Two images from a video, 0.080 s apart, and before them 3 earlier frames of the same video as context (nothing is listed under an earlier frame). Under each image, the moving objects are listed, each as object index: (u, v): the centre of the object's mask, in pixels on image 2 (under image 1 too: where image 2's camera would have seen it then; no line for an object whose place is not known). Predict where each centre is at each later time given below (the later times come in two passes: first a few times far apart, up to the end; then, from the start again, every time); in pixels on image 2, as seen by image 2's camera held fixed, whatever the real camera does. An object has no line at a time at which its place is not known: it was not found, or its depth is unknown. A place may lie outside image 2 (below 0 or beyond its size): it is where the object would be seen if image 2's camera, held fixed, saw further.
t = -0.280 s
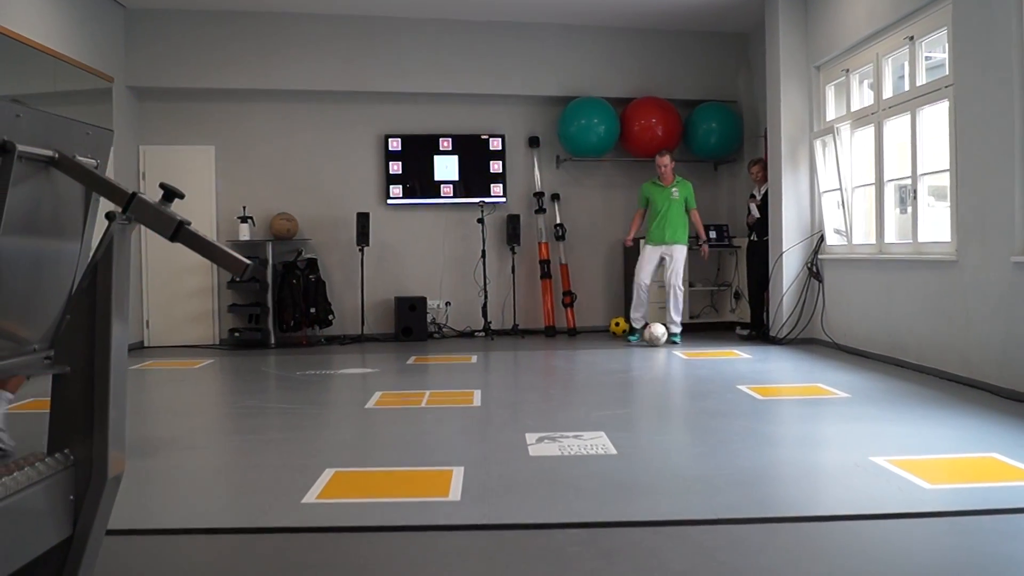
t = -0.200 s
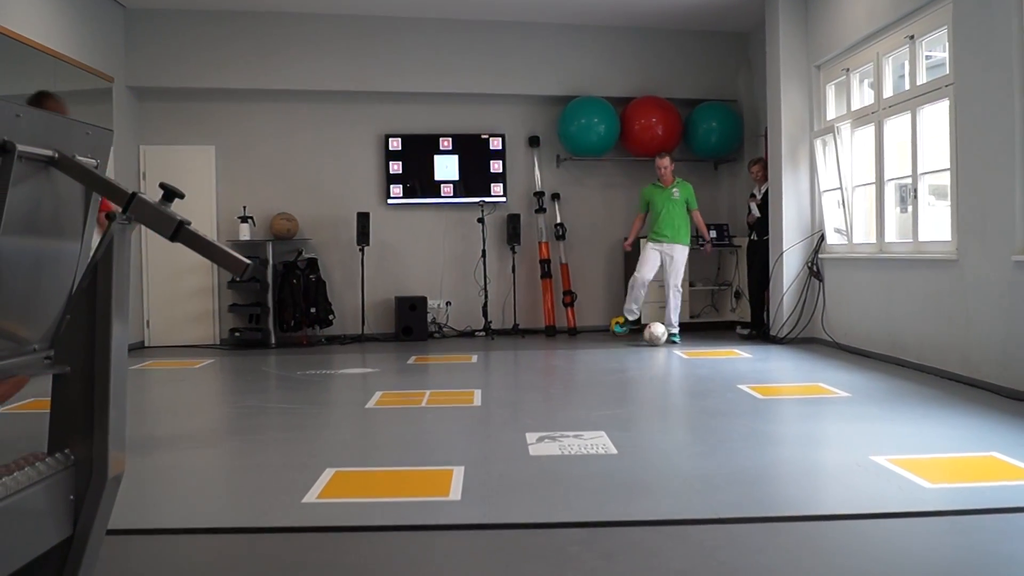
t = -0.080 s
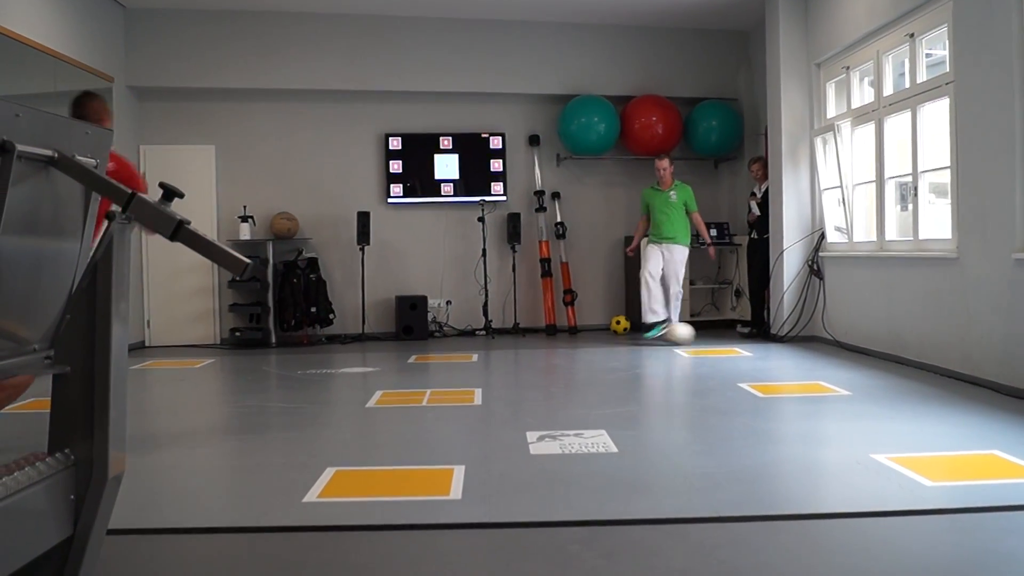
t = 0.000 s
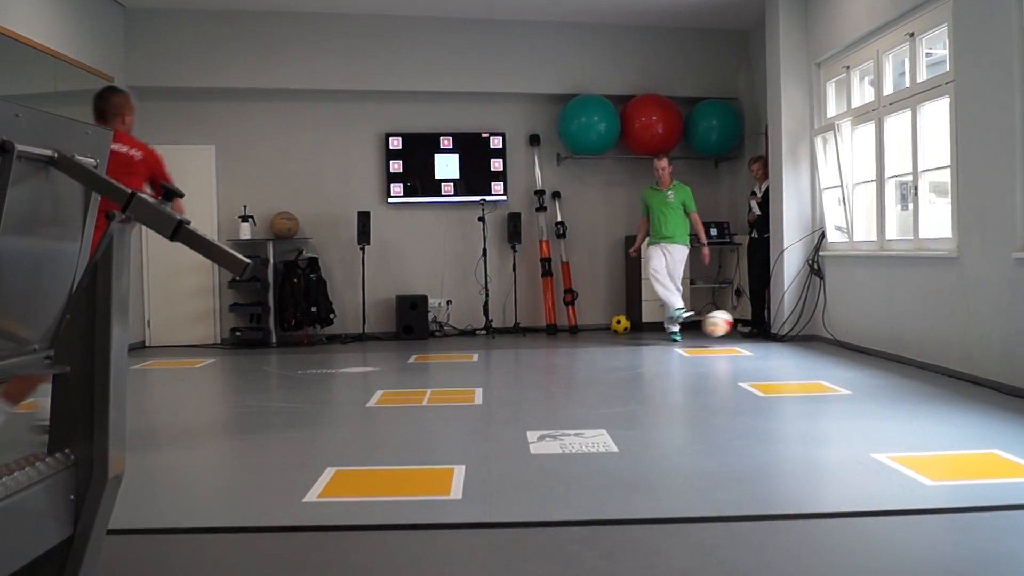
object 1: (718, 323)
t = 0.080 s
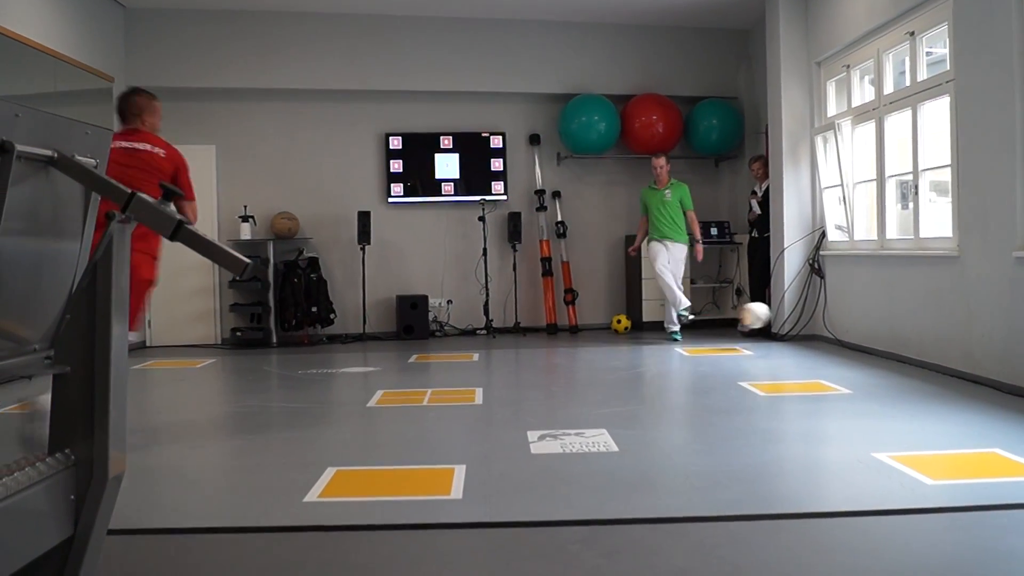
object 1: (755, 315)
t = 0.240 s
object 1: (833, 322)
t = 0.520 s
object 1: (810, 341)
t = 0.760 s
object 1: (764, 353)
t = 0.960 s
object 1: (728, 361)
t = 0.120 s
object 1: (774, 314)
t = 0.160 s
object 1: (794, 314)
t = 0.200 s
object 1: (814, 318)
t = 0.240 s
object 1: (833, 322)
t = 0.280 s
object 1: (857, 329)
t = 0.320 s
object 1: (854, 334)
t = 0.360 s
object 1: (844, 338)
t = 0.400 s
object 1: (832, 344)
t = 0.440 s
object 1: (824, 342)
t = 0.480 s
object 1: (817, 341)
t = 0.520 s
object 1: (810, 341)
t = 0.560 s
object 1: (802, 345)
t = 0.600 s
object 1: (793, 350)
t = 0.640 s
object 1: (786, 348)
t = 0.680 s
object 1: (779, 347)
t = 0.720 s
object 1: (772, 349)
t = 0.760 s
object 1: (764, 353)
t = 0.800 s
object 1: (758, 357)
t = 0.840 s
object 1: (750, 354)
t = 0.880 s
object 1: (743, 354)
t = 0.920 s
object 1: (735, 356)
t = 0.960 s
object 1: (728, 361)
